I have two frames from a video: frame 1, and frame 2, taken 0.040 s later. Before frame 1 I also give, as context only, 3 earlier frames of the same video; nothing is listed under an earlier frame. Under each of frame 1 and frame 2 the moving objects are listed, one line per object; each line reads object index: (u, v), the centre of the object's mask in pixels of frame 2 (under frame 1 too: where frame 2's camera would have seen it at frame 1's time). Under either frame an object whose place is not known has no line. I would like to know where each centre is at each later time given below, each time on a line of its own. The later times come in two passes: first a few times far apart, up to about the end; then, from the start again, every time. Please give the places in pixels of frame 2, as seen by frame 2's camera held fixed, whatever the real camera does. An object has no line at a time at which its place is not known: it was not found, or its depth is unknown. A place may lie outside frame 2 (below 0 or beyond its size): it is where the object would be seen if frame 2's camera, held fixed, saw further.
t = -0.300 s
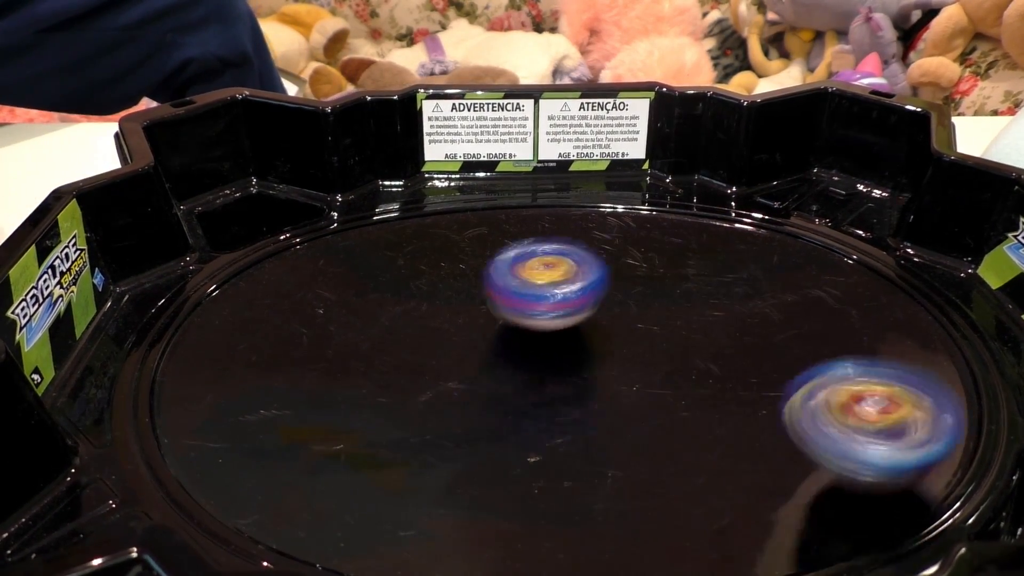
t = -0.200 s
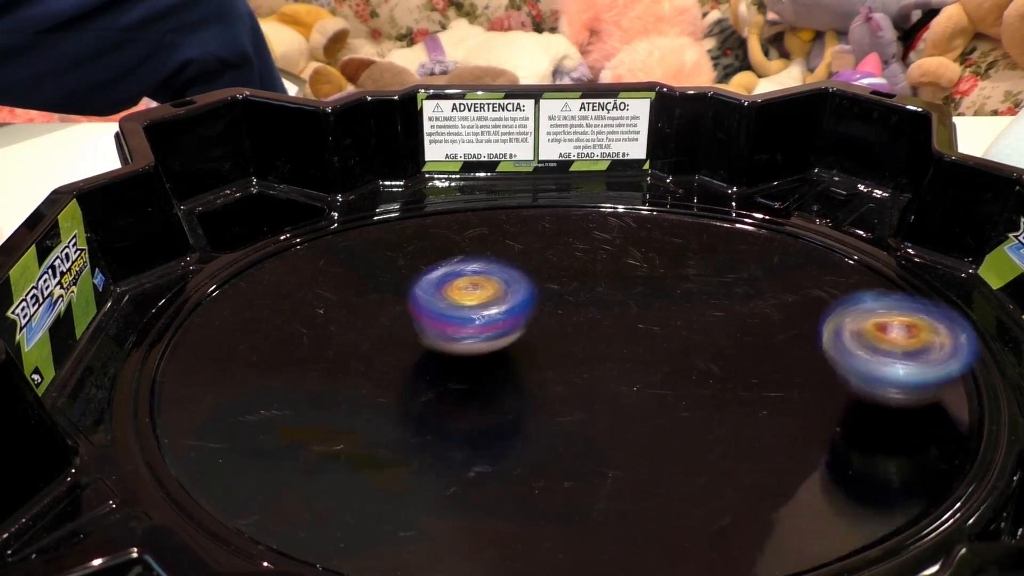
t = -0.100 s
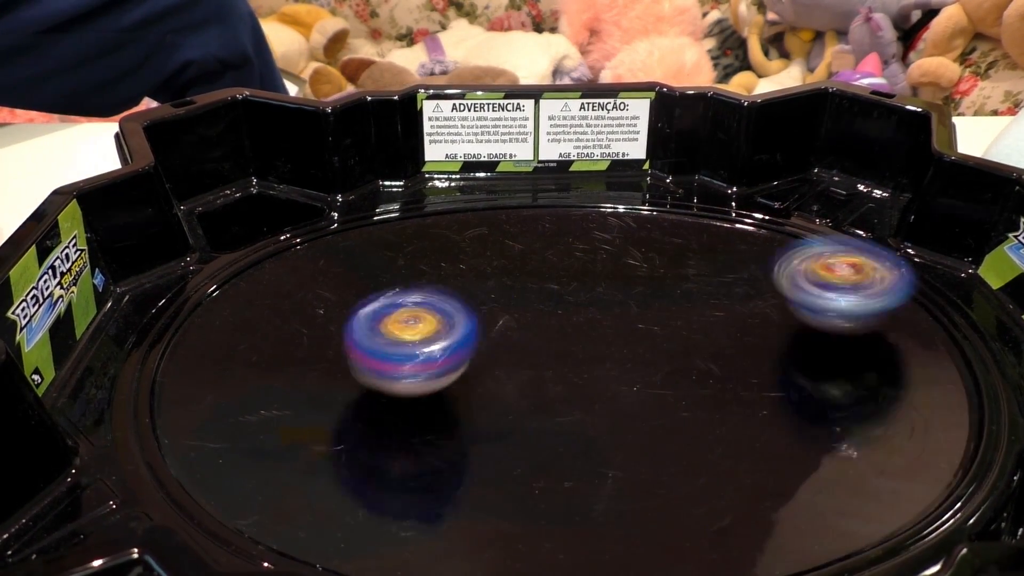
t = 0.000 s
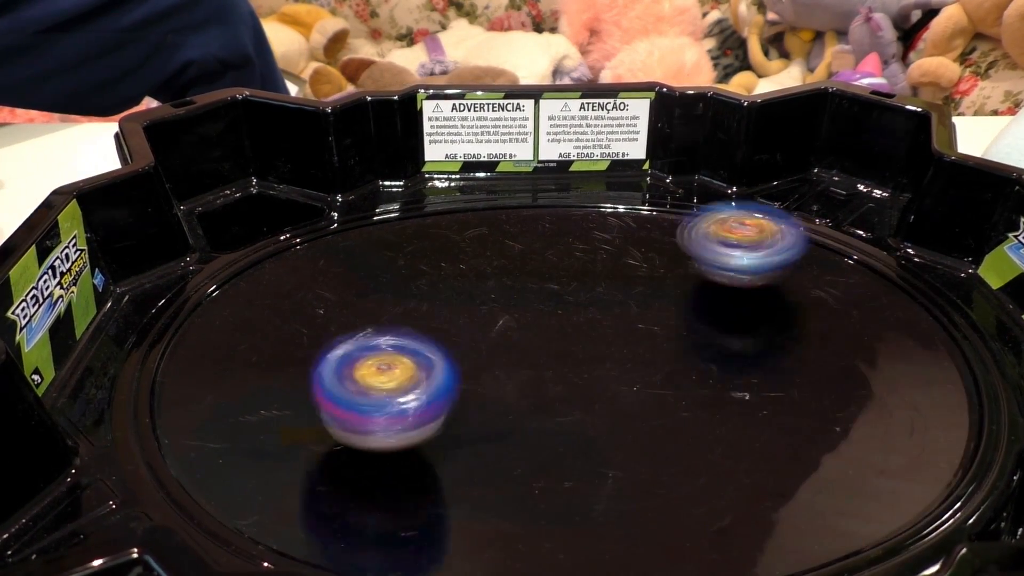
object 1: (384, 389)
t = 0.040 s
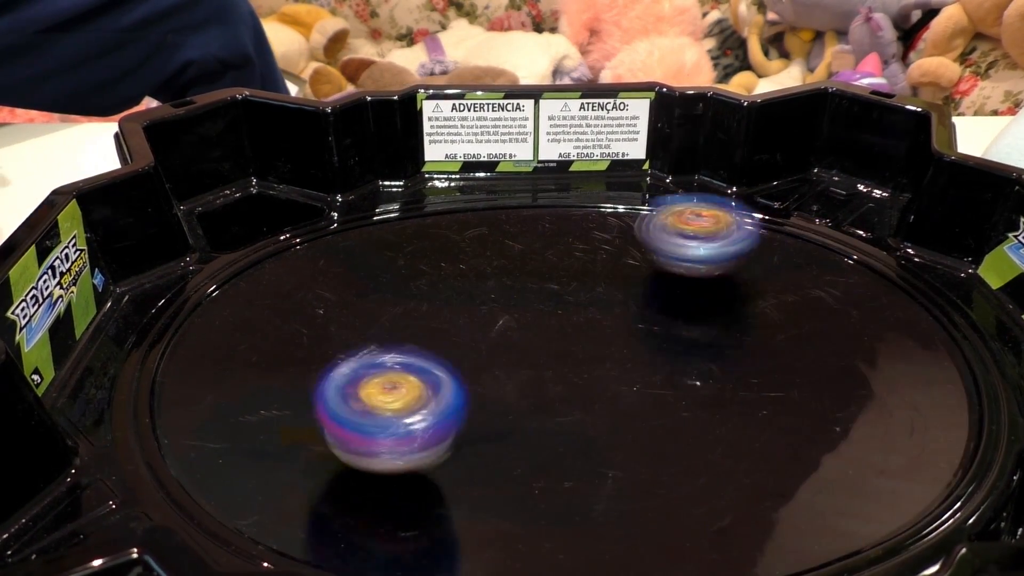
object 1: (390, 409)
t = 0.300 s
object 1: (608, 432)
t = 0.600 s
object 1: (608, 286)
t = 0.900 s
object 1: (435, 281)
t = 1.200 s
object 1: (483, 392)
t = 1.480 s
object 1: (679, 351)
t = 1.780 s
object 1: (620, 265)
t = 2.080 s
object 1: (484, 335)
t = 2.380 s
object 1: (619, 420)
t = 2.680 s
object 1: (715, 338)
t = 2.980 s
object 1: (534, 298)
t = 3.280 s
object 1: (423, 368)
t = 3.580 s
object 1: (586, 404)
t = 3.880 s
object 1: (608, 305)
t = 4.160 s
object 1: (490, 423)
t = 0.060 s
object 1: (398, 419)
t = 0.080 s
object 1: (408, 427)
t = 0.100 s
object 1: (421, 435)
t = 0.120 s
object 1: (436, 442)
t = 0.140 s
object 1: (453, 446)
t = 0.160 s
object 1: (472, 451)
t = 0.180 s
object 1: (491, 453)
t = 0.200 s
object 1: (511, 453)
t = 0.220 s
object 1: (532, 452)
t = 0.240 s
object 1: (552, 450)
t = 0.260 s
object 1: (573, 445)
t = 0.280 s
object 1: (591, 440)
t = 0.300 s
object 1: (608, 432)
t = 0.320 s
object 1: (623, 424)
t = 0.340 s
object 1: (637, 415)
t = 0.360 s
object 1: (648, 405)
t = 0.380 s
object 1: (655, 393)
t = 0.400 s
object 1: (661, 382)
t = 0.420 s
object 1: (663, 370)
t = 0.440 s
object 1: (663, 357)
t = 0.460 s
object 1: (661, 345)
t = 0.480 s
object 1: (658, 335)
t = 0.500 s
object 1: (652, 324)
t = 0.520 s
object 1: (645, 314)
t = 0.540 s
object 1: (637, 306)
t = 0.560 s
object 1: (628, 298)
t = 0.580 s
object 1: (618, 291)
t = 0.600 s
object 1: (608, 286)
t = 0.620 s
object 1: (598, 280)
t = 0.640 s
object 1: (586, 276)
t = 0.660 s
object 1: (574, 273)
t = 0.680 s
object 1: (562, 270)
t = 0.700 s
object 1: (550, 268)
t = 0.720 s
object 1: (538, 267)
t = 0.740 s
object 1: (525, 266)
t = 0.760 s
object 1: (513, 266)
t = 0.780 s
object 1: (501, 267)
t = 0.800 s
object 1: (489, 268)
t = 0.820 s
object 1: (477, 269)
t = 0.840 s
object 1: (466, 271)
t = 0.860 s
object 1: (455, 274)
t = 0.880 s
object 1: (445, 277)
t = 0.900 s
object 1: (435, 281)
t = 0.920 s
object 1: (426, 286)
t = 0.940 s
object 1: (417, 292)
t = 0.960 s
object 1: (411, 298)
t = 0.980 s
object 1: (405, 305)
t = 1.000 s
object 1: (401, 314)
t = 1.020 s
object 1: (399, 323)
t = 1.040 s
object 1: (399, 332)
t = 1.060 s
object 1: (401, 342)
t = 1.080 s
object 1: (406, 352)
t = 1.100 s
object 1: (414, 362)
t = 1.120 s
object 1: (425, 371)
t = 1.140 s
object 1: (437, 378)
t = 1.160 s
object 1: (452, 384)
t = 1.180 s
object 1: (467, 389)
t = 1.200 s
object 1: (483, 392)
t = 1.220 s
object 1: (499, 394)
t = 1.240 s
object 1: (516, 396)
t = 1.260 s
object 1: (534, 397)
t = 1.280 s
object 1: (552, 396)
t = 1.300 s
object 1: (569, 394)
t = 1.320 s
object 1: (586, 391)
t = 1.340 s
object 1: (601, 389)
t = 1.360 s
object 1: (615, 385)
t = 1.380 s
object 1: (630, 381)
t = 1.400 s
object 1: (642, 375)
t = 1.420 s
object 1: (653, 369)
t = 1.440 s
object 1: (663, 364)
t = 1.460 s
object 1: (672, 358)
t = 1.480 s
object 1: (679, 351)
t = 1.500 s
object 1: (685, 344)
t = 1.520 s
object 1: (689, 337)
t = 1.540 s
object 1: (692, 329)
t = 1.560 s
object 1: (693, 322)
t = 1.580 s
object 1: (693, 315)
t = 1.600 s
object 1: (692, 308)
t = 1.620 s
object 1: (688, 301)
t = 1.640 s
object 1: (684, 295)
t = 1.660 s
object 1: (678, 288)
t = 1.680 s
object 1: (671, 283)
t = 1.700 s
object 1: (664, 278)
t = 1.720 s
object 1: (654, 273)
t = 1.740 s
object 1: (644, 270)
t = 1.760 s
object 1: (632, 267)
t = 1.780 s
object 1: (620, 265)
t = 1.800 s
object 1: (608, 264)
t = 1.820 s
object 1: (596, 264)
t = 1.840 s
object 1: (583, 264)
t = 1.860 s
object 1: (572, 267)
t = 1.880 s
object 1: (560, 269)
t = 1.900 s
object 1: (548, 273)
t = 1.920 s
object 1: (537, 278)
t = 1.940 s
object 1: (526, 283)
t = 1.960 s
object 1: (516, 289)
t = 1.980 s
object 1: (507, 296)
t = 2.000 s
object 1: (500, 303)
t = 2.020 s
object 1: (494, 311)
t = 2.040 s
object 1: (489, 319)
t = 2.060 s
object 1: (486, 327)
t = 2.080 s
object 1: (484, 335)
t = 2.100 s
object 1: (482, 344)
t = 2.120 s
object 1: (482, 352)
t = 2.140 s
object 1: (485, 361)
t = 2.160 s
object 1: (488, 370)
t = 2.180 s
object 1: (493, 378)
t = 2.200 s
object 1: (502, 386)
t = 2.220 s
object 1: (511, 393)
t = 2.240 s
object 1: (522, 400)
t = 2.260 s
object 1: (534, 406)
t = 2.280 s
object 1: (547, 410)
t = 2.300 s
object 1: (560, 415)
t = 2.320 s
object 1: (574, 417)
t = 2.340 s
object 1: (589, 418)
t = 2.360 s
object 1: (603, 420)
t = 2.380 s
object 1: (619, 420)
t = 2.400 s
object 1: (634, 418)
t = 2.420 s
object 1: (649, 417)
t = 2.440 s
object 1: (662, 413)
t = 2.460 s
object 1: (675, 410)
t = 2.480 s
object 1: (688, 405)
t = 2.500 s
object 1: (699, 400)
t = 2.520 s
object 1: (707, 395)
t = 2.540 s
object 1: (715, 387)
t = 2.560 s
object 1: (720, 381)
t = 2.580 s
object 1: (724, 374)
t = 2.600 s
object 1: (726, 367)
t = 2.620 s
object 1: (726, 360)
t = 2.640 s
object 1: (724, 353)
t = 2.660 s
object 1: (720, 346)
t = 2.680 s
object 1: (715, 338)
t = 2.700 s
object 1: (708, 331)
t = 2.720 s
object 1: (700, 325)
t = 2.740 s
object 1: (691, 320)
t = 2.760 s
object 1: (680, 314)
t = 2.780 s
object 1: (667, 310)
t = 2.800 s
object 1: (655, 304)
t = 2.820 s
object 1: (642, 301)
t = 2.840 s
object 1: (628, 299)
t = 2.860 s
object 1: (614, 297)
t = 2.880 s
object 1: (600, 295)
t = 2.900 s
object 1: (585, 295)
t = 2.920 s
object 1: (572, 294)
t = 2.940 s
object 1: (559, 295)
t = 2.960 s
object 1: (546, 296)
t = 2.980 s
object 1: (534, 298)
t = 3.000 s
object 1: (523, 301)
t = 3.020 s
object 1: (512, 303)
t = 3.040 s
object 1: (500, 306)
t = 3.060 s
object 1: (491, 309)
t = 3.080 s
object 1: (482, 312)
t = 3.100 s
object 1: (474, 316)
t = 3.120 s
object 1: (465, 320)
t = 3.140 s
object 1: (457, 325)
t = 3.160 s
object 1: (448, 330)
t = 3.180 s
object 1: (441, 336)
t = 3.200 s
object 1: (435, 341)
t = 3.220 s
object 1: (430, 347)
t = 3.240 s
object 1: (426, 353)
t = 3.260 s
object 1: (424, 361)
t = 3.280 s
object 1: (423, 368)
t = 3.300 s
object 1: (424, 376)
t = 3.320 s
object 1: (428, 382)
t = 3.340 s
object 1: (434, 389)
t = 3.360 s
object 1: (440, 395)
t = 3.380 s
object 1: (449, 401)
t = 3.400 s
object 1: (460, 406)
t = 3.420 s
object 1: (472, 410)
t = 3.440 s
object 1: (486, 413)
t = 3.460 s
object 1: (501, 416)
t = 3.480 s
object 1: (515, 416)
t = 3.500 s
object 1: (529, 416)
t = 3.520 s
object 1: (544, 415)
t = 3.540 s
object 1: (559, 412)
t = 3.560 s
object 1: (573, 409)
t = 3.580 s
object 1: (586, 404)
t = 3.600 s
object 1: (598, 400)
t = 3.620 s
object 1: (608, 394)
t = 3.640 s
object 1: (618, 387)
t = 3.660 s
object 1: (626, 380)
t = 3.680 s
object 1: (633, 373)
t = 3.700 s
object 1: (638, 365)
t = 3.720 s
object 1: (642, 357)
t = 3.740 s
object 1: (644, 350)
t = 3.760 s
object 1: (645, 341)
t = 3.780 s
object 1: (643, 333)
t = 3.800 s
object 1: (639, 326)
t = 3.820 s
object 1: (633, 320)
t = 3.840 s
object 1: (626, 314)
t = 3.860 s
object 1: (617, 310)
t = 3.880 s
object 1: (608, 305)
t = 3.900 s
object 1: (599, 301)
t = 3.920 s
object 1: (587, 298)
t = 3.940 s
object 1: (577, 294)
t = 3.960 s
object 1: (565, 292)
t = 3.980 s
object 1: (554, 290)
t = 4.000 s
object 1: (541, 295)
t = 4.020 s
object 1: (529, 312)
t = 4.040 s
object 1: (519, 331)
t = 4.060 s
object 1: (509, 349)
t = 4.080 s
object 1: (502, 365)
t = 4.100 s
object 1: (494, 381)
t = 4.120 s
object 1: (489, 396)
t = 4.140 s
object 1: (489, 410)
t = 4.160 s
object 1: (490, 423)
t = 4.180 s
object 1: (490, 435)
